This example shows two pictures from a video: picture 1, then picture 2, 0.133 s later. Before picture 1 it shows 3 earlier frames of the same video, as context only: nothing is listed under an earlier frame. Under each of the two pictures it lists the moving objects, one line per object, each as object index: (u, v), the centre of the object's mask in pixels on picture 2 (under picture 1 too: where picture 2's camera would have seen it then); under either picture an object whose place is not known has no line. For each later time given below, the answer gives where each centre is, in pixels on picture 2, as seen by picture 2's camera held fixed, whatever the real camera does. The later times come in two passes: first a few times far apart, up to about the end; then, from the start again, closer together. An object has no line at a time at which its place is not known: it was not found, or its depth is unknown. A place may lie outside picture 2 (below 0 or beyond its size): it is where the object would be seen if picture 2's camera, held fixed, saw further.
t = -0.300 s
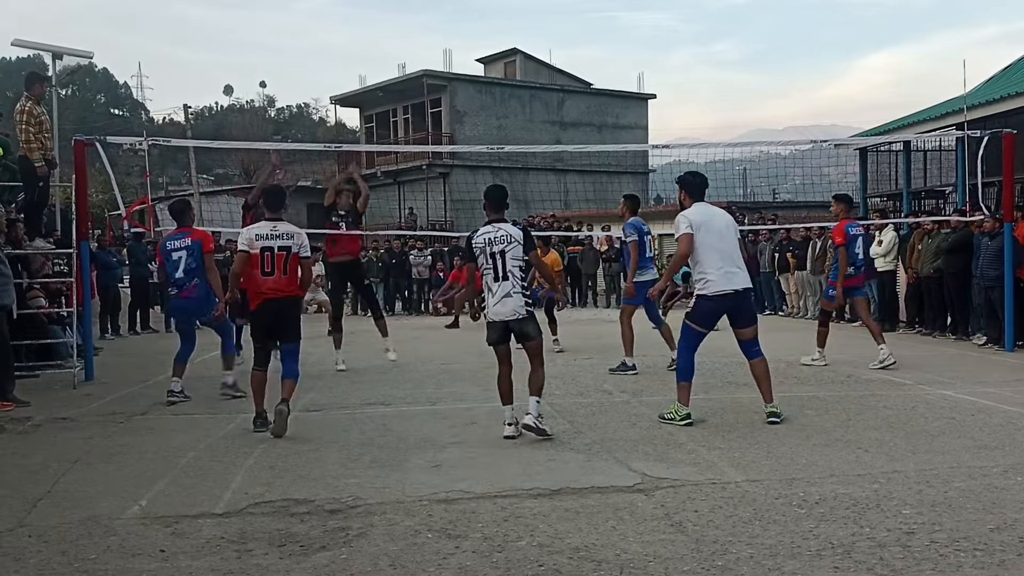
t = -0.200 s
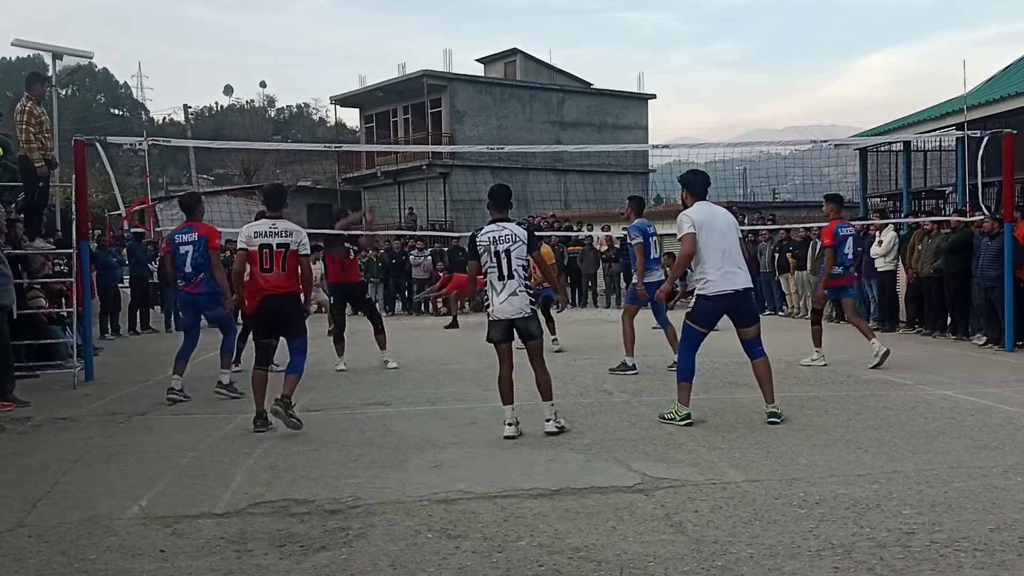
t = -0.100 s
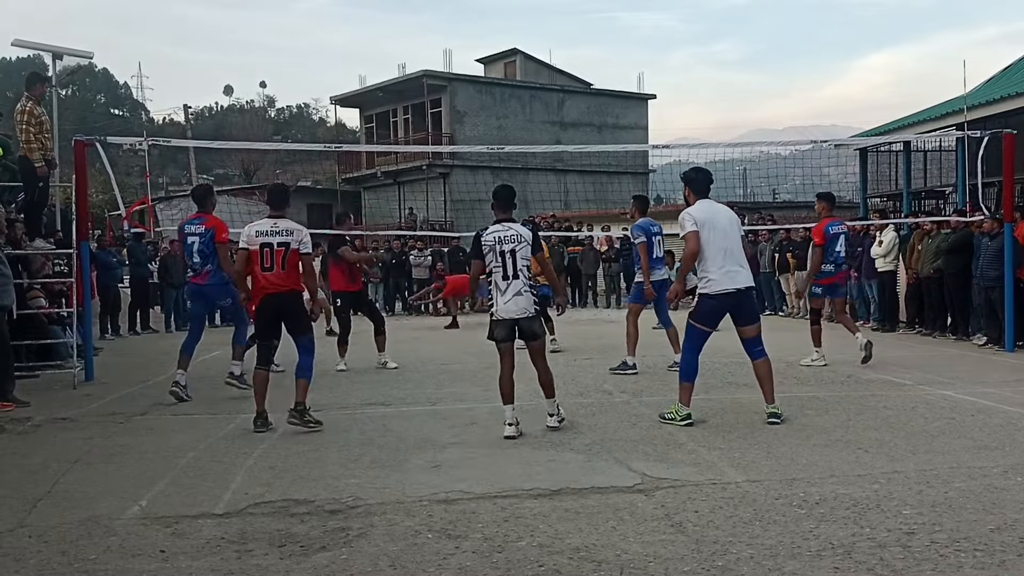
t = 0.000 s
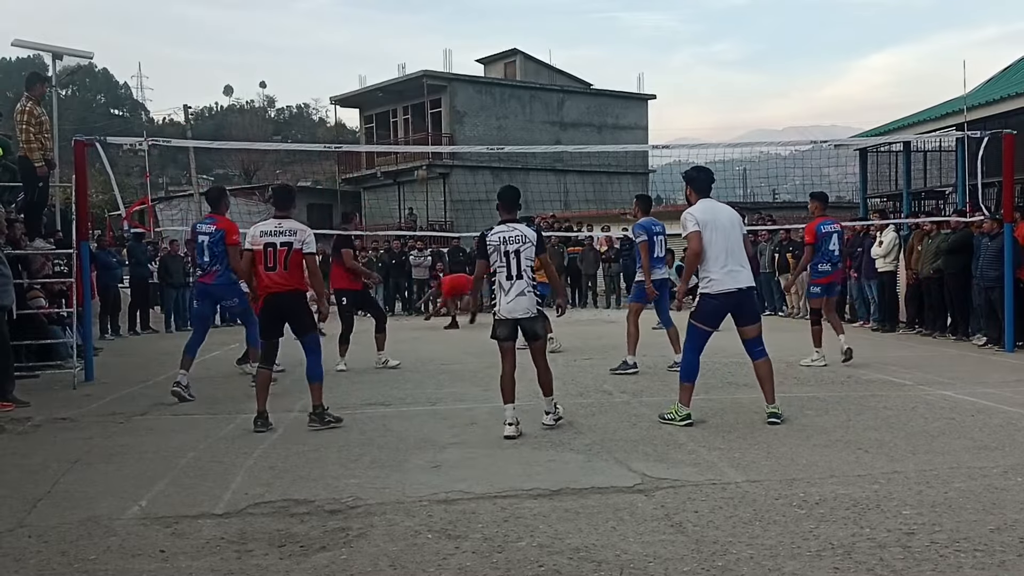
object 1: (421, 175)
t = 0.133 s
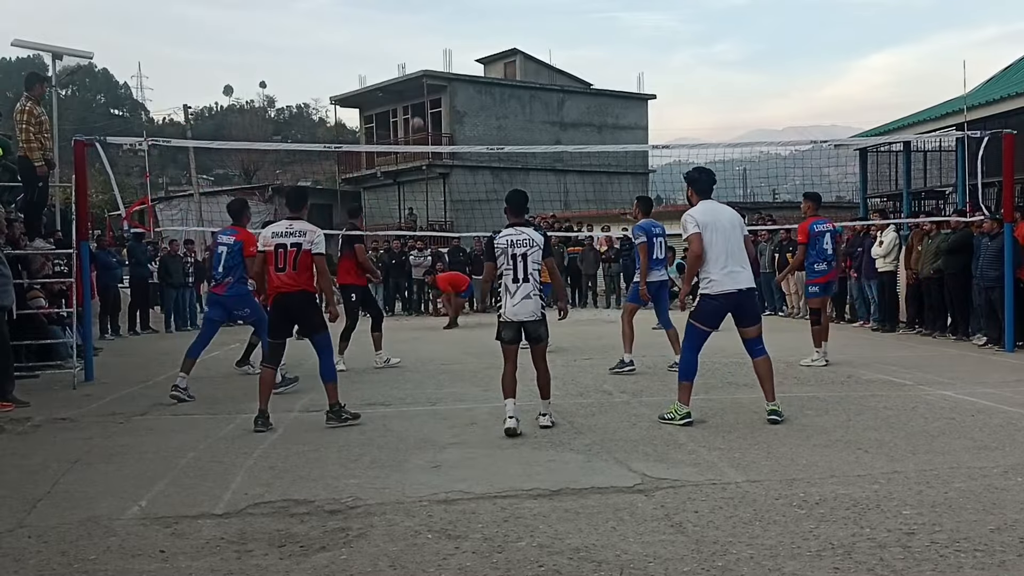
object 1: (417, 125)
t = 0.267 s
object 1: (414, 81)
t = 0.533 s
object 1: (411, 22)
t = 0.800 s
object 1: (410, 6)
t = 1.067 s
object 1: (412, 41)
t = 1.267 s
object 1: (415, 101)
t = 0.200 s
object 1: (415, 99)
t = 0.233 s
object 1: (415, 90)
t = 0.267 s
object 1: (414, 81)
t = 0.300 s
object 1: (413, 70)
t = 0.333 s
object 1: (413, 62)
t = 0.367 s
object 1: (412, 54)
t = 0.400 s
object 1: (412, 47)
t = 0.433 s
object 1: (411, 39)
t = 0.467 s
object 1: (411, 33)
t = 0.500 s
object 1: (411, 27)
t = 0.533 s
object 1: (411, 22)
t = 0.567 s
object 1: (410, 17)
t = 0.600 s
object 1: (410, 14)
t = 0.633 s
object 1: (410, 11)
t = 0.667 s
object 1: (410, 8)
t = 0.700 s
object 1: (410, 7)
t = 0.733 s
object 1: (410, 6)
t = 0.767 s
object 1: (410, 6)
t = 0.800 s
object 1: (410, 6)
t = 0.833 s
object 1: (410, 8)
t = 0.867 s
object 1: (410, 10)
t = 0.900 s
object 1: (410, 13)
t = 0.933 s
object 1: (410, 17)
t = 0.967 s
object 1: (411, 22)
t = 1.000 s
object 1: (411, 27)
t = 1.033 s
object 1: (411, 33)
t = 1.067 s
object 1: (412, 41)
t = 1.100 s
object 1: (412, 49)
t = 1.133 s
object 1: (413, 58)
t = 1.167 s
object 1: (413, 67)
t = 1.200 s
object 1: (414, 76)
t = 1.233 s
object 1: (414, 88)
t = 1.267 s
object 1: (415, 101)
